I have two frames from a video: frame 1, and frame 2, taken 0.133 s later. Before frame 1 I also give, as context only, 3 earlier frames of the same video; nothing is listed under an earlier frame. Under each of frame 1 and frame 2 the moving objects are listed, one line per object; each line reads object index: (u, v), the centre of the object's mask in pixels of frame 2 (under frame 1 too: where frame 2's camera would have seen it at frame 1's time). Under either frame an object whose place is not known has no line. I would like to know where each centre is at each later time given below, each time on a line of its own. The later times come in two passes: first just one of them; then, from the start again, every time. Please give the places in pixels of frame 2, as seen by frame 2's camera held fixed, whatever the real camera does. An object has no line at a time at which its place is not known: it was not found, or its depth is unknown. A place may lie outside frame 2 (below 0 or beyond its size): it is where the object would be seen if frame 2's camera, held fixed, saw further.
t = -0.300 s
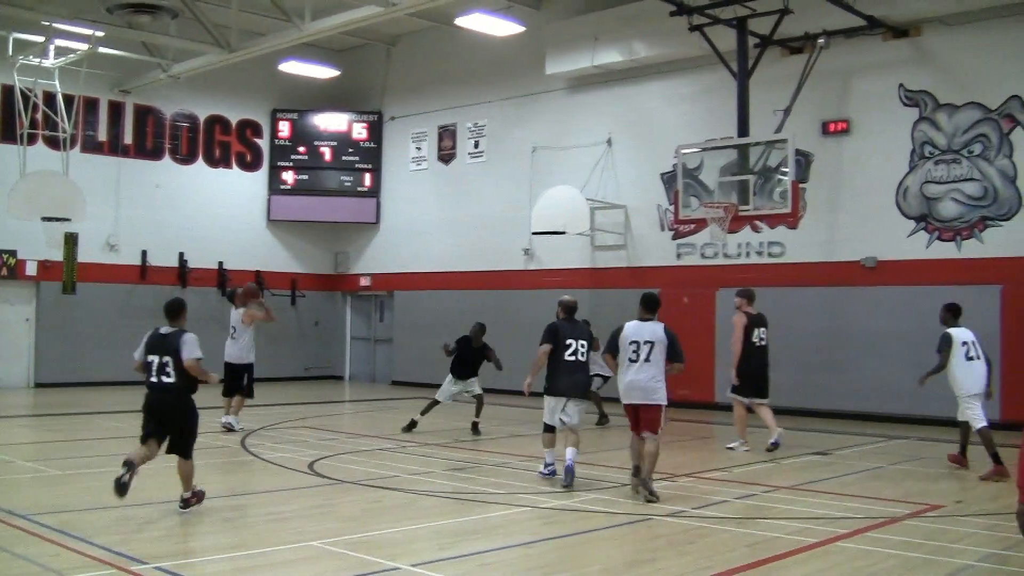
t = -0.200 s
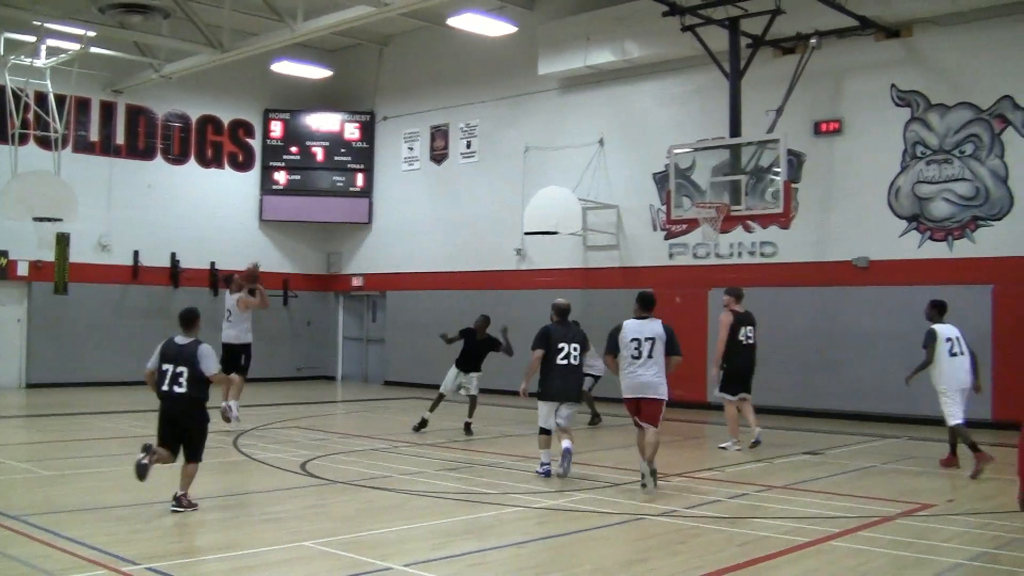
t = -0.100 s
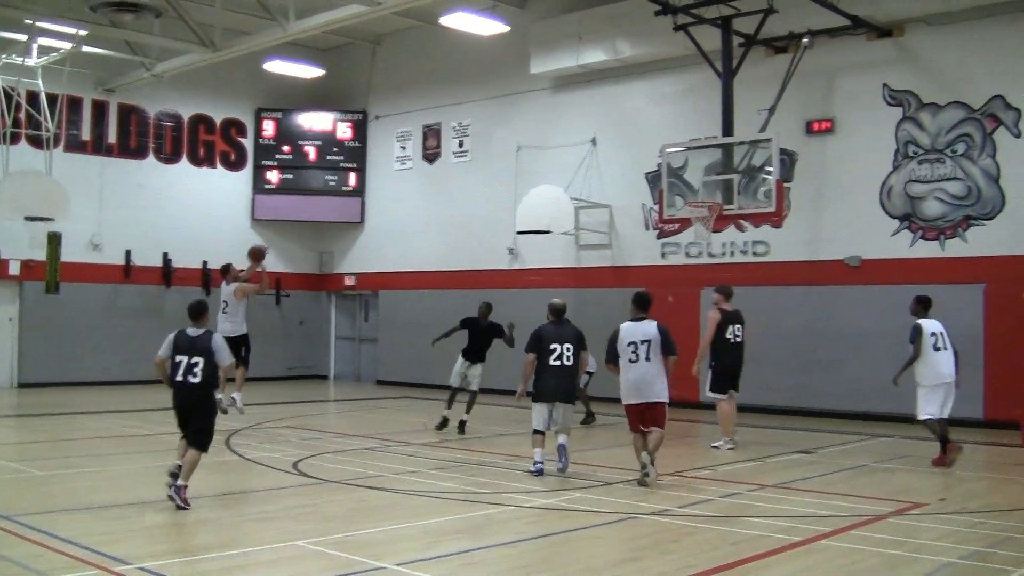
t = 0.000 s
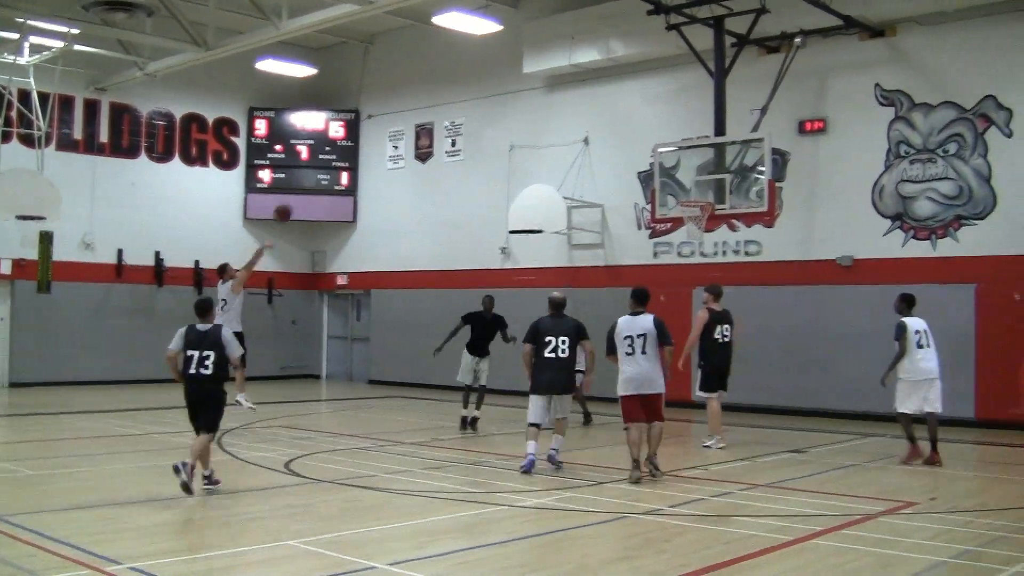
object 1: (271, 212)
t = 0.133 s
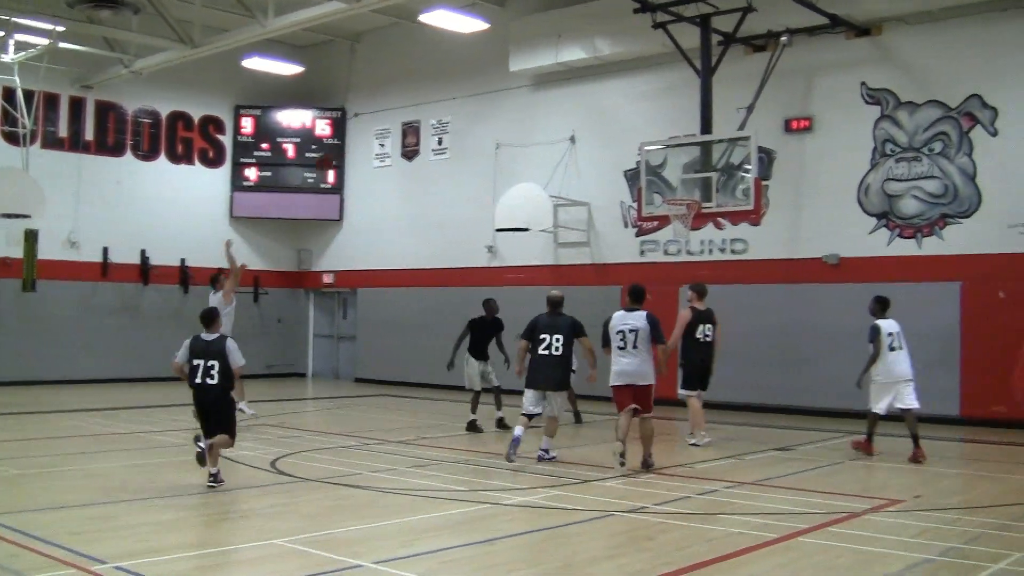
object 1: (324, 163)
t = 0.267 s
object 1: (375, 127)
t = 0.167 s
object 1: (337, 153)
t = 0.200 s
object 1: (350, 143)
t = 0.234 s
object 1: (362, 135)
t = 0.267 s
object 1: (375, 127)
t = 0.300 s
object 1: (388, 120)
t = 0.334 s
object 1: (401, 114)
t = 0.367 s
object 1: (413, 109)
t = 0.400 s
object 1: (425, 104)
